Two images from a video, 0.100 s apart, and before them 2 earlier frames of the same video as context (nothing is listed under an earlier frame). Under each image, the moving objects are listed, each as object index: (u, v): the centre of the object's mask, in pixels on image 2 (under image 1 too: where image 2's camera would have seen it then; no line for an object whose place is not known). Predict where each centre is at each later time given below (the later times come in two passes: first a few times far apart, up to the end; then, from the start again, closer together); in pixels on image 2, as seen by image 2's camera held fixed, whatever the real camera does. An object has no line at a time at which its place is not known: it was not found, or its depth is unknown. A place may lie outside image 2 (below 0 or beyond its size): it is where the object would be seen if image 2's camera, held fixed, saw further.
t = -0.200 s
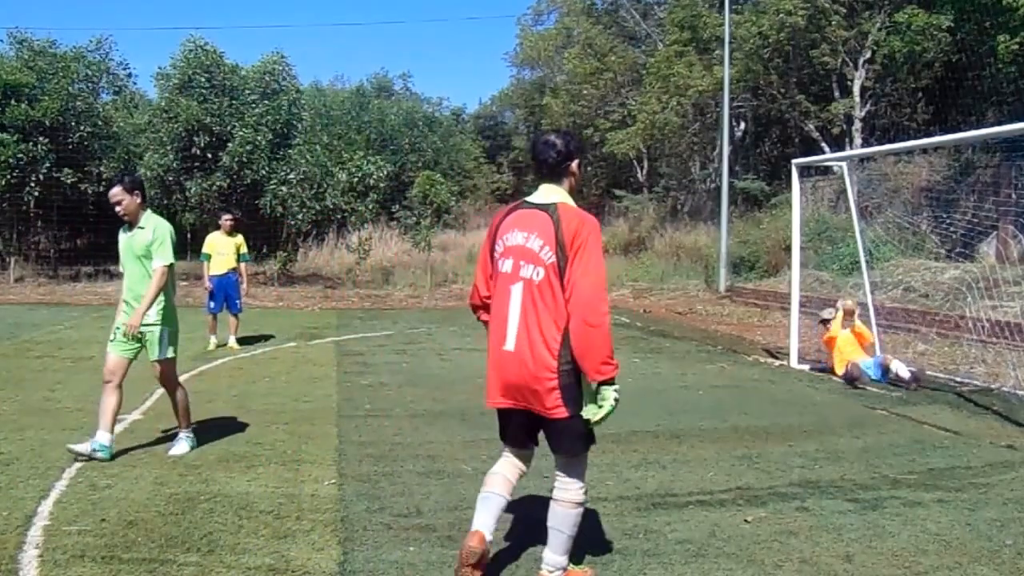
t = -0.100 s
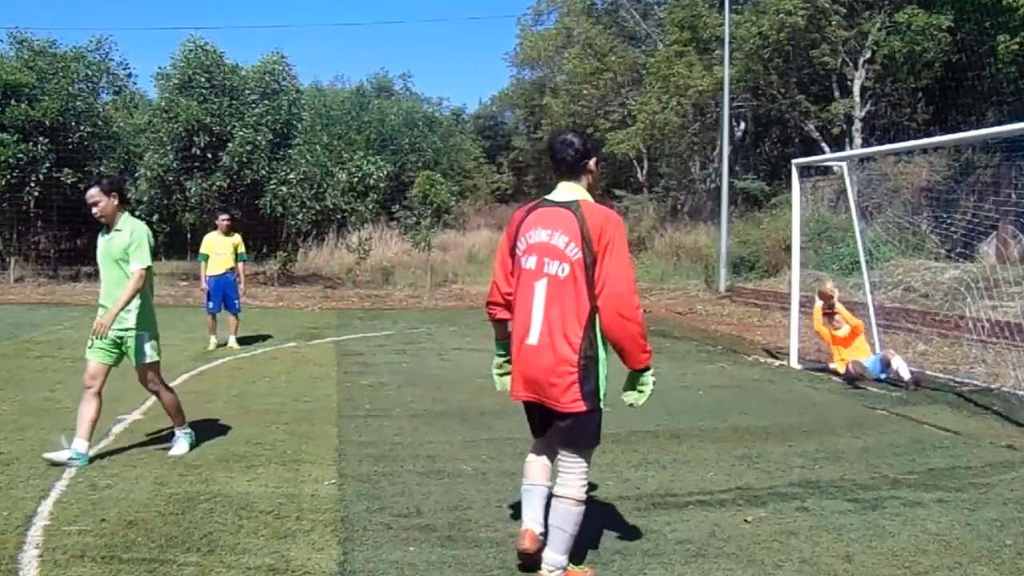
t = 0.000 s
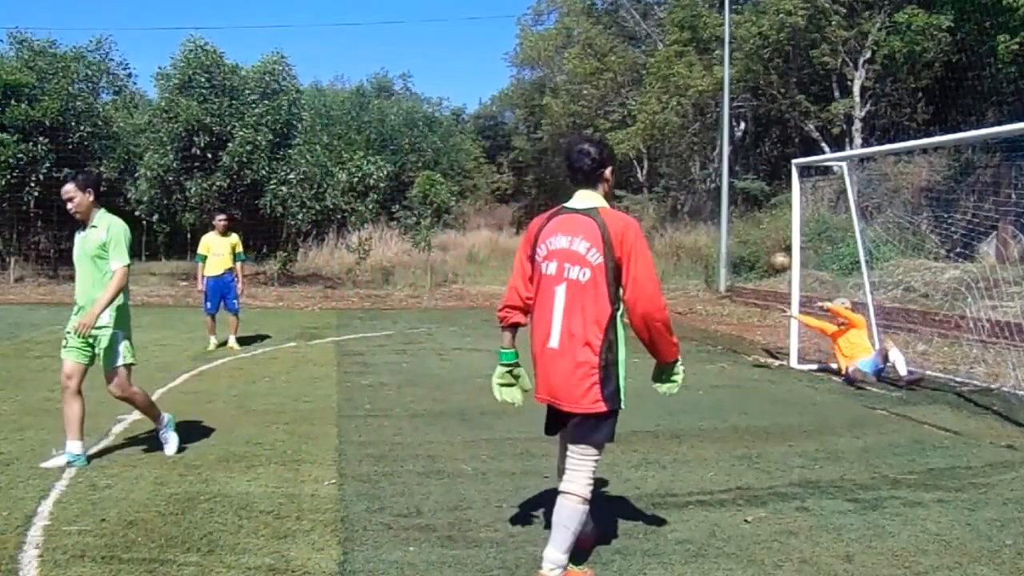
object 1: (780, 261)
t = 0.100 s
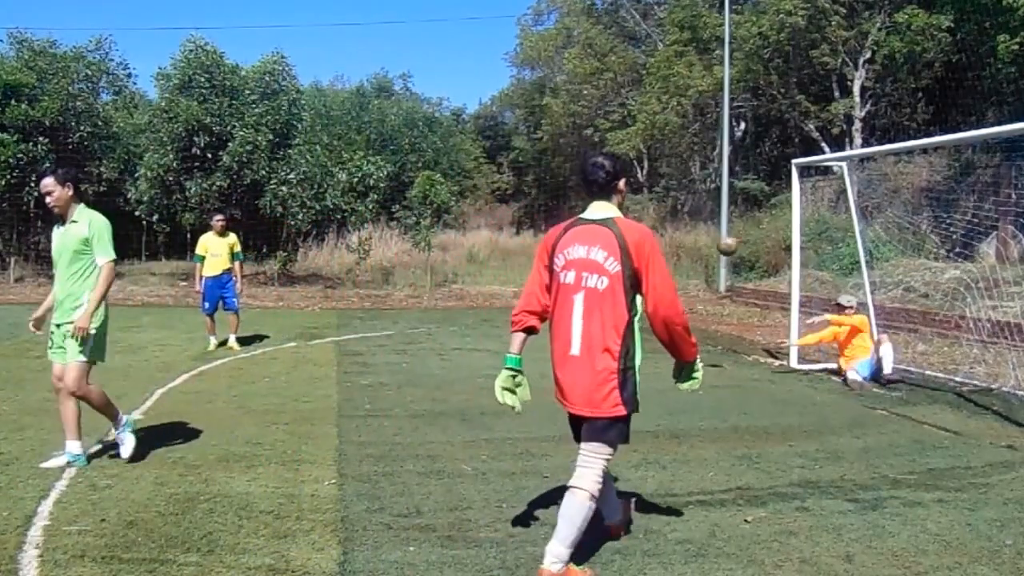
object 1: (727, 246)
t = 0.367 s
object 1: (569, 252)
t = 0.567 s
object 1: (442, 314)
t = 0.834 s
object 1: (297, 358)
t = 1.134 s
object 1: (178, 357)
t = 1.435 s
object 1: (62, 385)
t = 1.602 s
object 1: (5, 387)
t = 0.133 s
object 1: (709, 242)
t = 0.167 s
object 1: (691, 239)
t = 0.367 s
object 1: (569, 252)
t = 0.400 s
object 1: (551, 260)
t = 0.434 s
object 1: (530, 267)
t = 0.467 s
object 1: (508, 277)
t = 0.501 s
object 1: (486, 289)
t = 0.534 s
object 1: (464, 300)
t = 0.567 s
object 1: (442, 314)
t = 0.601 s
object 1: (420, 329)
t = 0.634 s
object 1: (397, 345)
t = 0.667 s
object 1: (374, 364)
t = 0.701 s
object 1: (352, 384)
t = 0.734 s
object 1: (336, 383)
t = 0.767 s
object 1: (323, 374)
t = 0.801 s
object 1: (310, 367)
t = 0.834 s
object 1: (297, 358)
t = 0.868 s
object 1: (285, 352)
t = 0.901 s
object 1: (271, 347)
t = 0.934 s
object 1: (256, 345)
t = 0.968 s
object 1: (244, 344)
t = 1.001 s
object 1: (231, 344)
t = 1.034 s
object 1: (217, 345)
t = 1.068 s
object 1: (205, 347)
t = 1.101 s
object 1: (192, 352)
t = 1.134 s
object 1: (178, 357)
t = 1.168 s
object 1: (165, 364)
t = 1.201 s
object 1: (152, 375)
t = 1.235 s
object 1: (139, 384)
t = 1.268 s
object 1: (126, 390)
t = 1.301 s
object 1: (113, 386)
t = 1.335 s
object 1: (100, 384)
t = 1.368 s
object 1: (87, 383)
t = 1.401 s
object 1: (74, 384)
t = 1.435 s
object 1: (62, 385)
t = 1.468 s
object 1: (48, 387)
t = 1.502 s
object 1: (35, 391)
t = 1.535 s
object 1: (22, 390)
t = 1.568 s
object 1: (11, 388)
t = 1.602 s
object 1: (5, 387)
